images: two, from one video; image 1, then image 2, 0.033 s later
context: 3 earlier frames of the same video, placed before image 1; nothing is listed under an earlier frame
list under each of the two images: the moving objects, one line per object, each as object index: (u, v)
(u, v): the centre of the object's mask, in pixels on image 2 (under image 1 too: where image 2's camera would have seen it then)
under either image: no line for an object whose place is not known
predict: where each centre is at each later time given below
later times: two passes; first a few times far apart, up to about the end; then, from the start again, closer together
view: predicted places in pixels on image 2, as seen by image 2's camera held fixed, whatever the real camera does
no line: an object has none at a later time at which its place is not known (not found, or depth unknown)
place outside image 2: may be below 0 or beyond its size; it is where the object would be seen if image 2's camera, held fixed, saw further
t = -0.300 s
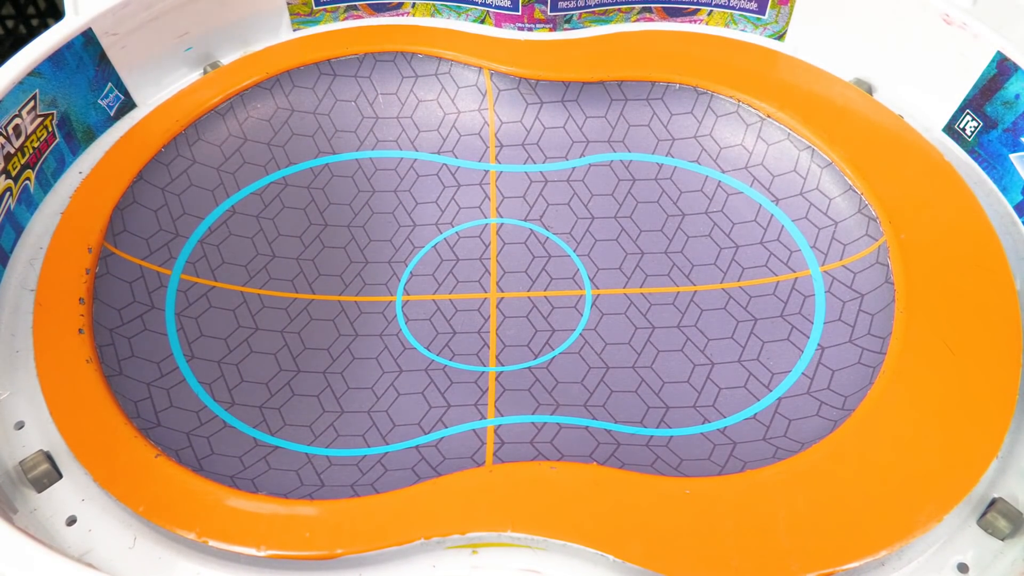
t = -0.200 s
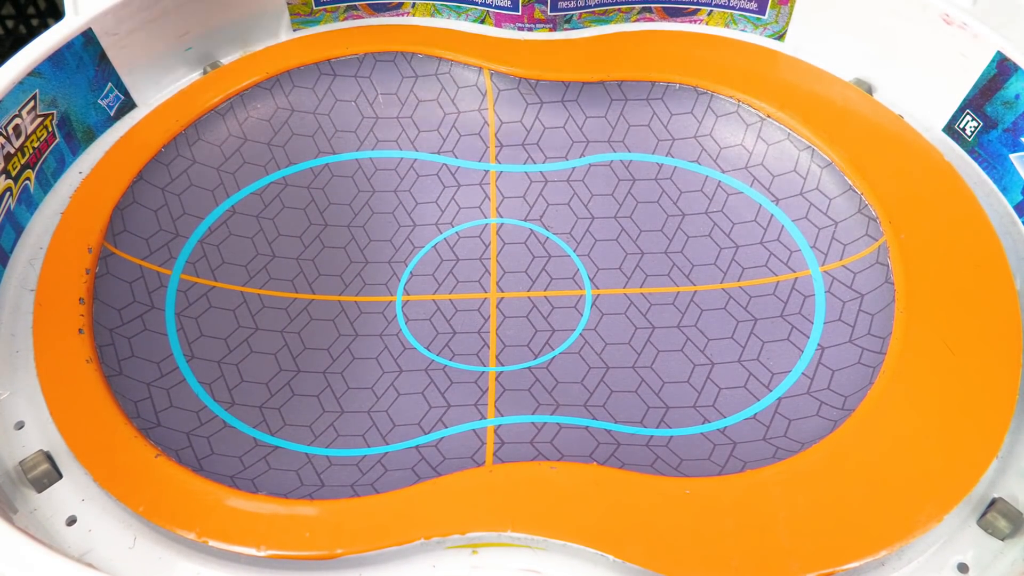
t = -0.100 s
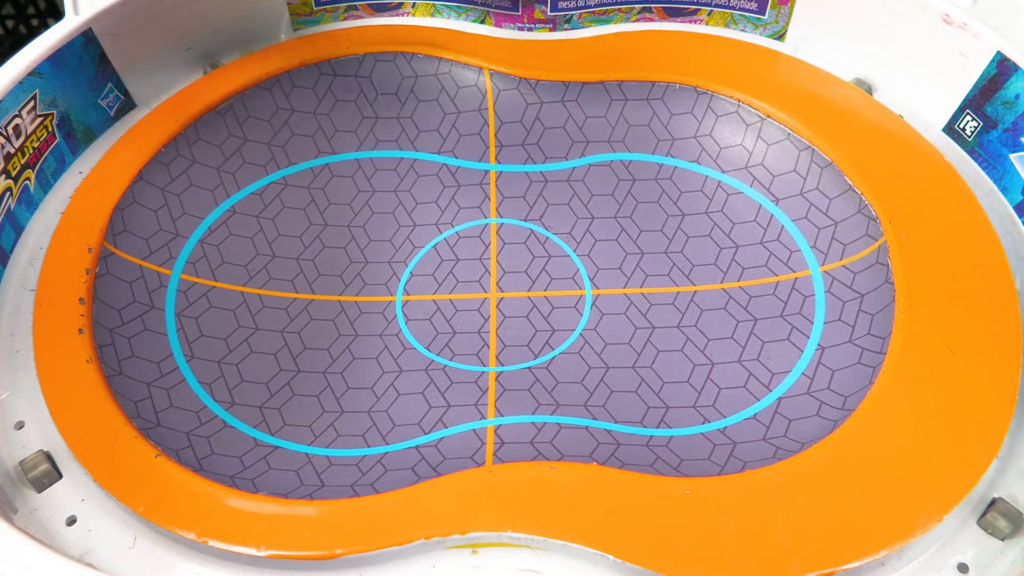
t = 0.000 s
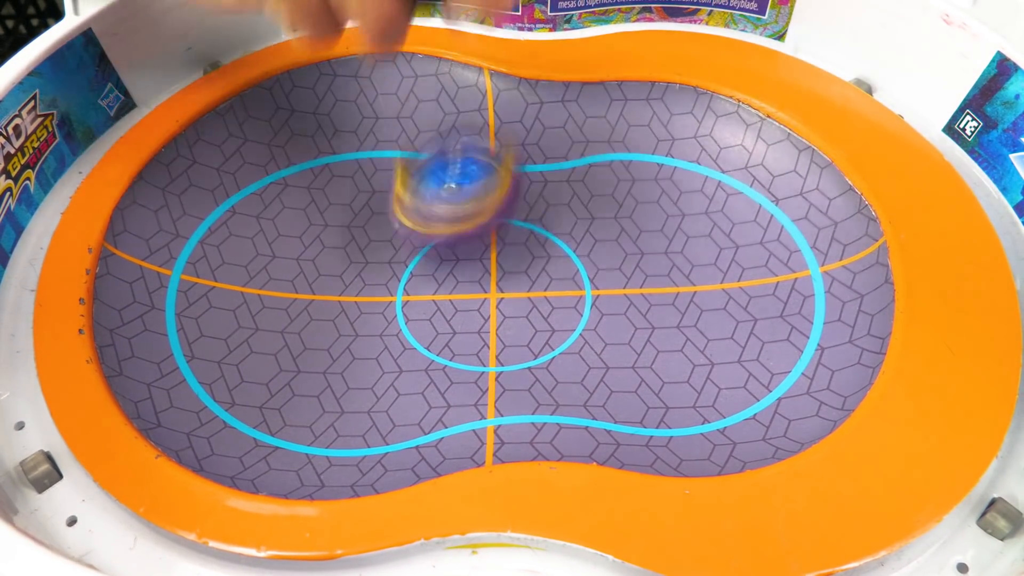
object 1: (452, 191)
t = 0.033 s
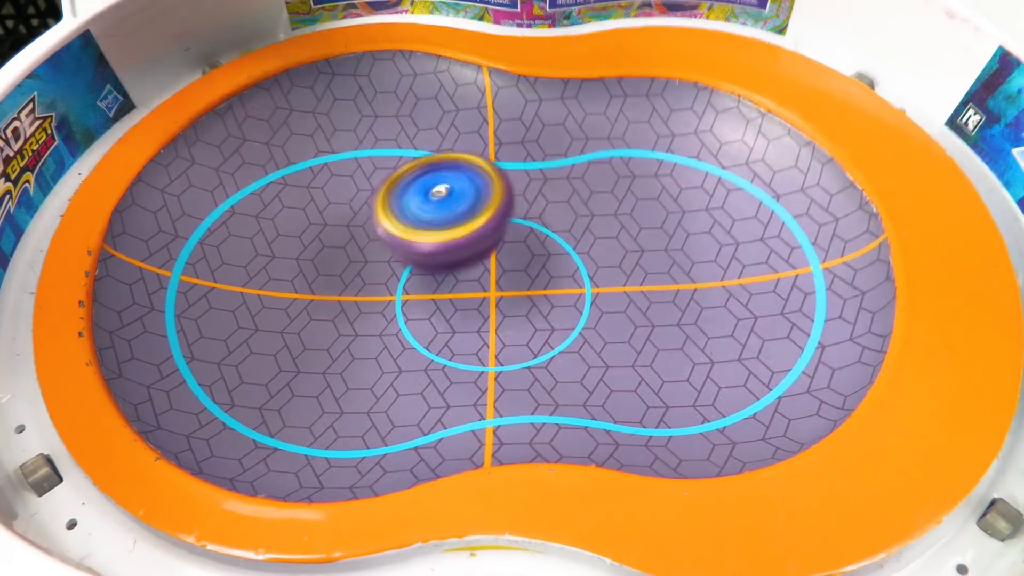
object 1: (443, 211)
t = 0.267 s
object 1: (270, 383)
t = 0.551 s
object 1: (312, 100)
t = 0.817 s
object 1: (734, 277)
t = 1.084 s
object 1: (632, 387)
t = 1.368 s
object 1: (446, 75)
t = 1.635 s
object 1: (316, 228)
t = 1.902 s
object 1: (305, 225)
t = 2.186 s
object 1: (482, 145)
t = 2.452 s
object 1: (627, 316)
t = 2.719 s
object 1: (356, 305)
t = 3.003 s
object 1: (247, 355)
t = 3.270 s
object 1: (461, 202)
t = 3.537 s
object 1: (727, 240)
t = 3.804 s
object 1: (571, 322)
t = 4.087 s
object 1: (359, 170)
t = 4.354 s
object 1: (489, 164)
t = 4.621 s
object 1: (485, 277)
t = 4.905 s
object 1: (231, 313)
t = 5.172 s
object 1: (410, 324)
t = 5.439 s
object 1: (372, 325)
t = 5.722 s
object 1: (365, 158)
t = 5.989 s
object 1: (376, 139)
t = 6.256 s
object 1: (281, 247)
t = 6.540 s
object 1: (343, 162)
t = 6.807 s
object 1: (468, 211)
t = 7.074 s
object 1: (590, 149)
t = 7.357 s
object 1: (652, 260)
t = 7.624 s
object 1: (387, 314)
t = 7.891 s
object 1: (400, 354)
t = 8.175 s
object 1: (364, 339)
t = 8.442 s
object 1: (421, 175)
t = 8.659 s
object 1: (515, 99)
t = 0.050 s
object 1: (438, 219)
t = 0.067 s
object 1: (431, 232)
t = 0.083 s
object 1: (424, 251)
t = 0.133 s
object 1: (404, 342)
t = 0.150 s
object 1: (390, 347)
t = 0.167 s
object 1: (375, 358)
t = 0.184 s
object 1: (359, 373)
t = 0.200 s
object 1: (342, 381)
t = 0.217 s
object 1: (324, 383)
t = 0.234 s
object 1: (307, 388)
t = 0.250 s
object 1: (288, 386)
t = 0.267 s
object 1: (270, 383)
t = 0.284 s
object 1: (254, 376)
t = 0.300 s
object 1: (240, 367)
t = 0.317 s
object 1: (228, 355)
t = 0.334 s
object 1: (217, 341)
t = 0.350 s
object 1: (210, 327)
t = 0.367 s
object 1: (206, 310)
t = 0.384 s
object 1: (203, 292)
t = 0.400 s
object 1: (204, 273)
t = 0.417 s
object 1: (207, 254)
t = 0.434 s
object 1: (212, 233)
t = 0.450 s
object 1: (220, 213)
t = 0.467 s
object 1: (230, 193)
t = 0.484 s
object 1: (241, 174)
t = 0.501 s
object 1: (257, 152)
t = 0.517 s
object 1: (272, 133)
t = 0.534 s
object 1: (291, 117)
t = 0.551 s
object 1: (312, 100)
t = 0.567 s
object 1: (332, 86)
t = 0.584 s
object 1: (356, 71)
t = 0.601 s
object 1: (381, 64)
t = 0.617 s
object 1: (408, 63)
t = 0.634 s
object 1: (432, 68)
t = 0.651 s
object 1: (456, 80)
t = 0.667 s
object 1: (479, 97)
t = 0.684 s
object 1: (504, 116)
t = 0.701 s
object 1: (531, 132)
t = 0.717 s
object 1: (558, 157)
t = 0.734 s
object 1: (587, 179)
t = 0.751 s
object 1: (617, 198)
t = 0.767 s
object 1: (646, 217)
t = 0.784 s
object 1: (678, 239)
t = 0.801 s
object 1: (706, 258)
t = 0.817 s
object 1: (734, 277)
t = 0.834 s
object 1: (760, 296)
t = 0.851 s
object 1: (787, 319)
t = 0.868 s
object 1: (807, 338)
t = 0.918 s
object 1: (801, 359)
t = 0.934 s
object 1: (793, 373)
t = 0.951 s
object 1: (780, 390)
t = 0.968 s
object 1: (765, 396)
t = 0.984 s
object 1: (750, 403)
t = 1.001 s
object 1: (731, 407)
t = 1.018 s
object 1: (713, 407)
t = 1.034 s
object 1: (694, 405)
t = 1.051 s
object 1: (674, 398)
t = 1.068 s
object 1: (653, 393)
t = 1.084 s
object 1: (632, 387)
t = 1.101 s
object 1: (612, 379)
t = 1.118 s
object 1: (592, 360)
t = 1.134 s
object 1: (574, 343)
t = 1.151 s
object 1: (556, 324)
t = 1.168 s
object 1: (539, 301)
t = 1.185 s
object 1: (524, 279)
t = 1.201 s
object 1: (511, 255)
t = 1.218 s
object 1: (501, 232)
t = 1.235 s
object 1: (492, 212)
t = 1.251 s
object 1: (486, 191)
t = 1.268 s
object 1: (479, 169)
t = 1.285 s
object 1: (473, 149)
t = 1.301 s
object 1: (469, 130)
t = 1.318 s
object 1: (463, 113)
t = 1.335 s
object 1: (459, 98)
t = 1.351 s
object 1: (455, 85)
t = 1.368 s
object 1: (446, 75)
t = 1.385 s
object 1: (437, 70)
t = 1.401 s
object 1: (429, 71)
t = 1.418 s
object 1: (419, 77)
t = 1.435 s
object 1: (409, 86)
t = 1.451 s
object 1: (398, 96)
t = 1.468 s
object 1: (388, 106)
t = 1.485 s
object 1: (377, 120)
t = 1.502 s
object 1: (368, 132)
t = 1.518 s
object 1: (358, 147)
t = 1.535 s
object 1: (350, 159)
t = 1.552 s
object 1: (342, 172)
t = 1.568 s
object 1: (335, 185)
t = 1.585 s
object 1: (329, 197)
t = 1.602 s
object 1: (324, 208)
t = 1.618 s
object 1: (319, 219)
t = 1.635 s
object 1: (316, 228)
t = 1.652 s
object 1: (313, 237)
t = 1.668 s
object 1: (311, 244)
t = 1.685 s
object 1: (309, 251)
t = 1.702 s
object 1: (308, 256)
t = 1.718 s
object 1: (307, 261)
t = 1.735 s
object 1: (306, 264)
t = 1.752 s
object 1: (306, 265)
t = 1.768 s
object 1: (306, 265)
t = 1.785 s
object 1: (306, 265)
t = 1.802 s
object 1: (305, 263)
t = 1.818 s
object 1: (305, 259)
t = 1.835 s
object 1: (305, 254)
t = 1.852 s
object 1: (305, 250)
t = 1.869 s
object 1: (304, 243)
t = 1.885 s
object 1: (305, 235)
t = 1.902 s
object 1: (305, 225)
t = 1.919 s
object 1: (307, 215)
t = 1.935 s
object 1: (310, 204)
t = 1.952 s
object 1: (316, 192)
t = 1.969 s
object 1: (323, 181)
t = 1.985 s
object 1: (333, 170)
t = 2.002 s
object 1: (343, 158)
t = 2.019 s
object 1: (355, 149)
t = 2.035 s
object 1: (366, 141)
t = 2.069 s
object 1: (394, 128)
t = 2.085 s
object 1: (407, 125)
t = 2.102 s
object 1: (422, 124)
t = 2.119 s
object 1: (435, 124)
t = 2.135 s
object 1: (447, 126)
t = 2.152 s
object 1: (458, 130)
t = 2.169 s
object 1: (470, 136)
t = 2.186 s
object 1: (482, 145)
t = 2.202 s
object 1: (496, 154)
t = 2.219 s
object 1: (510, 164)
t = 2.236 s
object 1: (526, 176)
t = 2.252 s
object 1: (543, 188)
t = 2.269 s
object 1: (560, 199)
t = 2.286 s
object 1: (575, 212)
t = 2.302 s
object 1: (588, 223)
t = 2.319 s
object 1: (599, 235)
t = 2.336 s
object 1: (610, 248)
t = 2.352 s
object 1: (617, 258)
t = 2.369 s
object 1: (624, 269)
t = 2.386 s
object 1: (629, 279)
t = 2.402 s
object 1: (632, 290)
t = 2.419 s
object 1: (632, 299)
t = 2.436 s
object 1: (630, 308)
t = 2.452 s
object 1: (627, 316)
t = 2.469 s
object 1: (621, 323)
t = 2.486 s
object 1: (612, 329)
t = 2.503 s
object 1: (603, 334)
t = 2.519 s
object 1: (591, 337)
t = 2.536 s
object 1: (578, 339)
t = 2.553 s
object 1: (564, 340)
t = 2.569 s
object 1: (548, 339)
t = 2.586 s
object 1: (530, 336)
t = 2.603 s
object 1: (511, 333)
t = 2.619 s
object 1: (491, 329)
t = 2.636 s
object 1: (472, 326)
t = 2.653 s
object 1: (448, 322)
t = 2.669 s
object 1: (425, 318)
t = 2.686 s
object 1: (403, 313)
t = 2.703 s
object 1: (380, 309)
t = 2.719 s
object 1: (356, 305)
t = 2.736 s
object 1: (336, 301)
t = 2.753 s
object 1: (313, 293)
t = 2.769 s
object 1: (296, 284)
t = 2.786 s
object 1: (279, 282)
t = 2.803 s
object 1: (251, 297)
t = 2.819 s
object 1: (220, 318)
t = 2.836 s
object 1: (189, 337)
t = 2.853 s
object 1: (165, 349)
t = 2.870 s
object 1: (158, 344)
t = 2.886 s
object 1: (157, 342)
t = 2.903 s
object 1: (158, 343)
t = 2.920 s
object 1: (161, 347)
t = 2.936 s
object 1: (168, 356)
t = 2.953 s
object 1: (179, 369)
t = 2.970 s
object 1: (198, 373)
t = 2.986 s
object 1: (222, 366)
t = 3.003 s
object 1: (247, 355)
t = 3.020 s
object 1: (267, 343)
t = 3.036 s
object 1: (286, 329)
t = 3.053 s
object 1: (308, 313)
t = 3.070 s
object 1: (324, 301)
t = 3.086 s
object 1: (340, 286)
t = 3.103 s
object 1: (354, 273)
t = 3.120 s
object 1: (365, 260)
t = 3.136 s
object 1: (375, 250)
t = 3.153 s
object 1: (387, 240)
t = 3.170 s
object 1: (398, 231)
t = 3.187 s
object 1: (407, 222)
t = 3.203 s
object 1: (417, 216)
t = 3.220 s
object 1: (427, 210)
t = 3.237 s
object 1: (438, 206)
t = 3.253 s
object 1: (449, 202)
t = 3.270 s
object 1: (461, 202)
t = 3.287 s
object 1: (473, 200)
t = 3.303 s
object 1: (487, 200)
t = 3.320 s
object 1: (504, 201)
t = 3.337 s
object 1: (521, 202)
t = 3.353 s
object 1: (539, 203)
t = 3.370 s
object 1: (559, 205)
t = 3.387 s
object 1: (578, 207)
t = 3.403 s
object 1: (599, 209)
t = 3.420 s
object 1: (619, 211)
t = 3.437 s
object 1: (639, 214)
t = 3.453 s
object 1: (659, 218)
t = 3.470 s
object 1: (675, 221)
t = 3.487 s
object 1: (691, 225)
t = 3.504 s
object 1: (706, 229)
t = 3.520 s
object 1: (718, 234)
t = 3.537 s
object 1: (727, 240)
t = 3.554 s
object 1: (735, 246)
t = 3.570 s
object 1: (740, 254)
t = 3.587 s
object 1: (743, 262)
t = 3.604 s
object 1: (742, 271)
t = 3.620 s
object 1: (739, 280)
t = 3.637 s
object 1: (734, 290)
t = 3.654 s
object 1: (725, 299)
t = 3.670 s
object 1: (714, 311)
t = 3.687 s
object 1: (700, 322)
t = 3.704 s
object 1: (683, 330)
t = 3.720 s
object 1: (665, 335)
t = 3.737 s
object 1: (648, 337)
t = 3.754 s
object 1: (628, 337)
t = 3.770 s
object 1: (609, 333)
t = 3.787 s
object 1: (590, 327)
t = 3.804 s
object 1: (571, 322)
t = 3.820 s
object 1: (549, 314)
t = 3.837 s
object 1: (526, 306)
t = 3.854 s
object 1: (505, 300)
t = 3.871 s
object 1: (483, 289)
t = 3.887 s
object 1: (462, 279)
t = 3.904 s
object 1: (445, 269)
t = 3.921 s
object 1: (430, 259)
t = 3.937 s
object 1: (418, 249)
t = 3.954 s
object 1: (403, 239)
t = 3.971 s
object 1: (392, 229)
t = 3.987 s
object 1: (383, 220)
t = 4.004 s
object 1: (376, 212)
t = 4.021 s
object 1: (369, 203)
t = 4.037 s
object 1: (363, 194)
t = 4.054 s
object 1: (362, 186)
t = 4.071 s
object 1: (360, 178)
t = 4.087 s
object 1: (359, 170)
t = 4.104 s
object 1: (362, 162)
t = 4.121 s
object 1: (365, 155)
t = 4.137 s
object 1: (368, 149)
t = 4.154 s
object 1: (374, 143)
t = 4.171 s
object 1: (382, 137)
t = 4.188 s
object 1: (390, 132)
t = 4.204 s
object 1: (397, 129)
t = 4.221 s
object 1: (407, 126)
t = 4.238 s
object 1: (418, 125)
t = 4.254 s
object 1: (428, 126)
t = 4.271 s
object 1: (438, 130)
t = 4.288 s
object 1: (447, 134)
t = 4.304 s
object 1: (457, 140)
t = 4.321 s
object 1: (467, 147)
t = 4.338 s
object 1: (478, 156)
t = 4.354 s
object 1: (489, 164)
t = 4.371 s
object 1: (501, 172)
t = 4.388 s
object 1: (512, 182)
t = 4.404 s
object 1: (524, 191)
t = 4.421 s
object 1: (533, 199)
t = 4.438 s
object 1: (541, 206)
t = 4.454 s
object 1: (546, 215)
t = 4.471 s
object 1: (549, 222)
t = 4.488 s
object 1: (551, 229)
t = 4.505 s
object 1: (550, 237)
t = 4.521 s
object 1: (547, 243)
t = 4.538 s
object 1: (543, 250)
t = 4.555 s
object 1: (536, 256)
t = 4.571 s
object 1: (525, 261)
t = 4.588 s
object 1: (515, 267)
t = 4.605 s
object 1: (501, 272)
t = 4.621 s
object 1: (485, 277)
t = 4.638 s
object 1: (468, 281)
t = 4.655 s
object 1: (449, 285)
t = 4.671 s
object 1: (428, 289)
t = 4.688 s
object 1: (406, 292)
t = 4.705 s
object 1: (382, 295)
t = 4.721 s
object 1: (361, 298)
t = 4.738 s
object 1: (336, 299)
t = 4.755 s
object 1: (313, 297)
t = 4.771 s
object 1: (295, 296)
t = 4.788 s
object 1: (281, 302)
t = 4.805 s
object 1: (271, 309)
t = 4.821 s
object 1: (264, 315)
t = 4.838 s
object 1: (255, 320)
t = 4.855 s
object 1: (246, 321)
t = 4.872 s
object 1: (240, 320)
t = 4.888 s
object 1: (235, 317)
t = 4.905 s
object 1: (231, 313)
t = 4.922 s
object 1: (229, 308)
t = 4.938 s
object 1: (226, 301)
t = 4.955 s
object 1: (229, 297)
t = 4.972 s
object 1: (248, 303)
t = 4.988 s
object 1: (268, 308)
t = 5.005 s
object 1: (288, 311)
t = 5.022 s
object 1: (307, 315)
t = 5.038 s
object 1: (325, 318)
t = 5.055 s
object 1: (342, 319)
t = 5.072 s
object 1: (355, 321)
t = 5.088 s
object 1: (369, 321)
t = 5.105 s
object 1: (381, 322)
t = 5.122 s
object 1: (389, 322)
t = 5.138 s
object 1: (398, 323)
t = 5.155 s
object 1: (404, 324)
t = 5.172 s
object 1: (410, 324)
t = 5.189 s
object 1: (414, 325)
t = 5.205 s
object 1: (416, 326)
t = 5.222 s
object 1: (418, 326)
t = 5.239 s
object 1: (418, 327)
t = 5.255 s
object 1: (417, 328)
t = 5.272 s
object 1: (415, 329)
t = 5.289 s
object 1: (412, 330)
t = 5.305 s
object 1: (409, 331)
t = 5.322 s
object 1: (406, 331)
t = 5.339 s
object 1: (400, 332)
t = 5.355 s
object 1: (396, 332)
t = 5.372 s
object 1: (391, 331)
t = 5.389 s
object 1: (386, 330)
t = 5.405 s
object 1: (381, 329)
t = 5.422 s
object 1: (376, 327)
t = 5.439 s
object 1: (372, 325)
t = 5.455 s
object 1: (367, 321)
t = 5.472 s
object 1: (364, 315)
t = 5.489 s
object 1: (362, 309)
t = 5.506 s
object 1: (361, 301)
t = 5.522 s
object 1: (362, 293)
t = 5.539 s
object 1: (363, 282)
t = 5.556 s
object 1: (368, 272)
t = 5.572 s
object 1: (372, 260)
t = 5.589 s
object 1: (378, 250)
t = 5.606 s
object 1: (385, 241)
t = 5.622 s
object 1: (393, 229)
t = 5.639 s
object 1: (403, 219)
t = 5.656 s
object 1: (410, 210)
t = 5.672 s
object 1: (409, 199)
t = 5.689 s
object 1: (392, 183)
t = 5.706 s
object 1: (377, 170)
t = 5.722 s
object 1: (365, 158)
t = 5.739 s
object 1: (354, 145)
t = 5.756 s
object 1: (346, 132)
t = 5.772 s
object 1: (338, 120)
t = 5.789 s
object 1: (332, 108)
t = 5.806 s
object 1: (327, 99)
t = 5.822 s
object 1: (323, 86)
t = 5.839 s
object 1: (321, 79)
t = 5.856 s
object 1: (322, 75)
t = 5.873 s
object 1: (327, 78)
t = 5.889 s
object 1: (333, 86)
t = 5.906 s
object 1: (340, 93)
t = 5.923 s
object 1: (345, 102)
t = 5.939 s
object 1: (353, 112)
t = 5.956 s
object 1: (362, 122)
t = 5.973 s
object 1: (368, 131)
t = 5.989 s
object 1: (376, 139)
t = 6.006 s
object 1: (380, 149)
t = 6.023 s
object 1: (386, 157)
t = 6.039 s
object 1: (389, 168)
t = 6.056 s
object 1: (389, 178)
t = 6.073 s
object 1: (388, 187)
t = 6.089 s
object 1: (384, 197)
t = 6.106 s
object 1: (379, 206)
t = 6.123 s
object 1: (372, 216)
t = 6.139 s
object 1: (365, 223)
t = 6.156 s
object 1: (354, 231)
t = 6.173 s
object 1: (342, 236)
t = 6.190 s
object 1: (330, 241)
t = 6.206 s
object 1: (317, 244)
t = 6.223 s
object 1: (306, 247)
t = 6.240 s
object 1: (293, 247)
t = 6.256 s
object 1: (281, 247)
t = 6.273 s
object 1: (267, 243)
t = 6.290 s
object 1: (260, 240)
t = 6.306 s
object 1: (250, 235)
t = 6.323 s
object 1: (243, 229)
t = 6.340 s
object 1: (235, 223)
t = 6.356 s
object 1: (233, 214)
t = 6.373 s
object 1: (231, 205)
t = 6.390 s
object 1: (234, 195)
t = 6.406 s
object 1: (237, 187)
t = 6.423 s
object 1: (245, 177)
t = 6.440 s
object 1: (255, 171)
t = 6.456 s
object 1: (267, 163)
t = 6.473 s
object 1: (282, 161)
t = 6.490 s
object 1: (297, 157)
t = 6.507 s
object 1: (314, 158)
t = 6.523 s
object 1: (327, 160)
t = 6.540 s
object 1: (343, 162)
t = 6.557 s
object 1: (355, 167)
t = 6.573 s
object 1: (370, 174)
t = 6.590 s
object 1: (380, 183)
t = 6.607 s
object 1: (392, 191)
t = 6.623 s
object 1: (399, 201)
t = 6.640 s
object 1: (407, 211)
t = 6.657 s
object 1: (412, 215)
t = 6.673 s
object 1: (416, 213)
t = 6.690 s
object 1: (420, 209)
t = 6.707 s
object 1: (424, 207)
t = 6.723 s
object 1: (429, 205)
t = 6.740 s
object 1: (435, 206)
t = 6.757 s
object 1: (441, 207)
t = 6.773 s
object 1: (450, 207)
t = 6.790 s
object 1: (458, 209)
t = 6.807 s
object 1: (468, 211)
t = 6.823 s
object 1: (475, 214)
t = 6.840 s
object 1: (482, 216)
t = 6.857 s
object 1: (486, 217)
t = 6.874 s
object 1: (491, 209)
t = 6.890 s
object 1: (494, 200)
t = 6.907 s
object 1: (498, 189)
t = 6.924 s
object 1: (502, 180)
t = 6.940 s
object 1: (508, 172)
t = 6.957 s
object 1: (514, 167)
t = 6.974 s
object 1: (522, 162)
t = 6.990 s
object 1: (531, 159)
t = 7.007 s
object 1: (541, 156)
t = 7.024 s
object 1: (553, 154)
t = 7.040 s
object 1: (565, 151)
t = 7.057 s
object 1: (576, 150)
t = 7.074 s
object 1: (590, 149)
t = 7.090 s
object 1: (603, 149)
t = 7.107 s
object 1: (617, 148)
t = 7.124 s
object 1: (630, 150)
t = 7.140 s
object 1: (643, 152)
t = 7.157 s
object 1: (656, 157)
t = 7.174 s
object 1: (668, 162)
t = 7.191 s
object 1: (676, 169)
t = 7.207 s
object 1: (684, 177)
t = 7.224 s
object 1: (689, 187)
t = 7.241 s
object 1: (692, 196)
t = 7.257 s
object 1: (692, 207)
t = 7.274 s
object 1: (690, 217)
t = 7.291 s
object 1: (686, 228)
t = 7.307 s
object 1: (680, 236)
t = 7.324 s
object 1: (672, 244)
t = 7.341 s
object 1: (664, 252)
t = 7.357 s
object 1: (652, 260)
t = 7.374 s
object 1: (642, 266)
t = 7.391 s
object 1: (628, 274)
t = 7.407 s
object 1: (618, 280)
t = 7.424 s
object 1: (602, 285)
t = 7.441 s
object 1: (589, 291)
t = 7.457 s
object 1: (574, 295)
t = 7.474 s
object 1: (558, 299)
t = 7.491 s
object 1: (541, 302)
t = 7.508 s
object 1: (524, 305)
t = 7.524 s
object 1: (506, 307)
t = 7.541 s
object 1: (486, 309)
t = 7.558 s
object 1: (467, 309)
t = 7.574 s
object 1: (446, 311)
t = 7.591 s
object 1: (427, 311)
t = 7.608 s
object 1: (406, 313)
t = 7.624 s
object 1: (387, 314)
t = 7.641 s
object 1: (365, 316)
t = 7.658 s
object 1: (348, 316)
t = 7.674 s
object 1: (329, 315)
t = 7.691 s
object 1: (314, 311)
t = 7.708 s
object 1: (298, 304)
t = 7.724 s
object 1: (292, 300)
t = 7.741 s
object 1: (305, 308)
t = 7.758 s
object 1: (320, 316)
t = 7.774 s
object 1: (336, 325)
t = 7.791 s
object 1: (350, 331)
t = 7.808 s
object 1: (363, 335)
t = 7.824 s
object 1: (372, 339)
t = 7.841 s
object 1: (381, 342)
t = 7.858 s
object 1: (389, 346)
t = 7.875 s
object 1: (395, 350)
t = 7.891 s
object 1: (400, 354)
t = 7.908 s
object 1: (403, 356)
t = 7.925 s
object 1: (406, 360)
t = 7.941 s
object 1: (408, 364)
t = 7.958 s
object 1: (409, 367)
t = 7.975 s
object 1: (410, 370)
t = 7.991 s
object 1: (409, 373)
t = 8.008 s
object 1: (408, 376)
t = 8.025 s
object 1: (403, 378)
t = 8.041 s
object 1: (397, 379)
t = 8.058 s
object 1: (391, 379)
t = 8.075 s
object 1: (384, 377)
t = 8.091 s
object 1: (380, 373)
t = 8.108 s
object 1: (373, 370)
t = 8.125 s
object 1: (369, 365)
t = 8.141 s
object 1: (366, 357)
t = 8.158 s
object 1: (363, 348)
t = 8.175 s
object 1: (364, 339)
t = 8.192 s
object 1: (364, 330)
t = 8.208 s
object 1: (364, 319)
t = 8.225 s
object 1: (366, 310)
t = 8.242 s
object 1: (367, 300)
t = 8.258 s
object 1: (371, 290)
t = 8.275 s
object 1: (373, 280)
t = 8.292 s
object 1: (376, 270)
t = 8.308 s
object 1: (380, 257)
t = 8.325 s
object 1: (384, 247)
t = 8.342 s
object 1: (389, 236)
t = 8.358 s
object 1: (393, 226)
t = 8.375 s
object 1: (398, 216)
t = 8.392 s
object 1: (404, 205)
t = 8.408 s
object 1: (408, 194)
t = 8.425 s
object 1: (415, 185)
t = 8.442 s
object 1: (421, 175)
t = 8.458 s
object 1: (430, 167)
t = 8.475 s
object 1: (436, 158)
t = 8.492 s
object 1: (443, 151)
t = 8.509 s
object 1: (450, 143)
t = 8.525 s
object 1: (456, 136)
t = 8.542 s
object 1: (463, 129)
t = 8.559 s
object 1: (469, 123)
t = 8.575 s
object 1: (476, 117)
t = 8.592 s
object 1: (484, 112)
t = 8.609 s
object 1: (491, 108)
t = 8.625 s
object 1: (499, 104)
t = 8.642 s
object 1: (507, 101)
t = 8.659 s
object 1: (515, 99)
